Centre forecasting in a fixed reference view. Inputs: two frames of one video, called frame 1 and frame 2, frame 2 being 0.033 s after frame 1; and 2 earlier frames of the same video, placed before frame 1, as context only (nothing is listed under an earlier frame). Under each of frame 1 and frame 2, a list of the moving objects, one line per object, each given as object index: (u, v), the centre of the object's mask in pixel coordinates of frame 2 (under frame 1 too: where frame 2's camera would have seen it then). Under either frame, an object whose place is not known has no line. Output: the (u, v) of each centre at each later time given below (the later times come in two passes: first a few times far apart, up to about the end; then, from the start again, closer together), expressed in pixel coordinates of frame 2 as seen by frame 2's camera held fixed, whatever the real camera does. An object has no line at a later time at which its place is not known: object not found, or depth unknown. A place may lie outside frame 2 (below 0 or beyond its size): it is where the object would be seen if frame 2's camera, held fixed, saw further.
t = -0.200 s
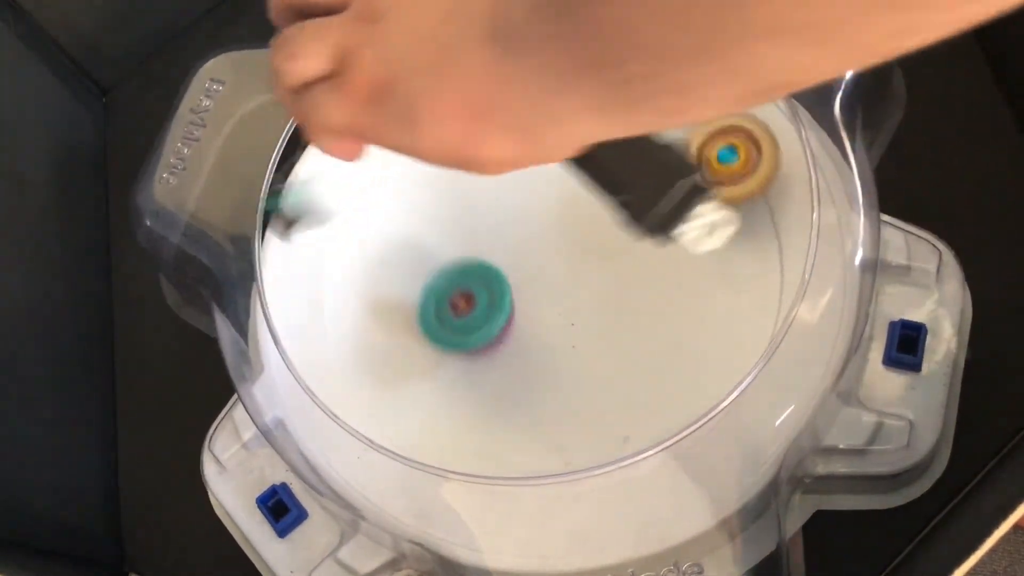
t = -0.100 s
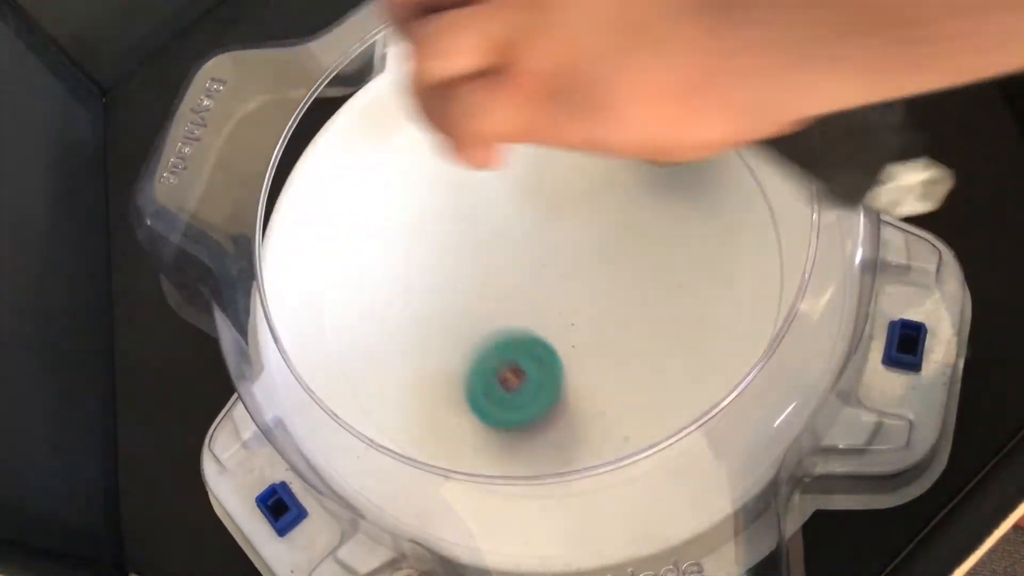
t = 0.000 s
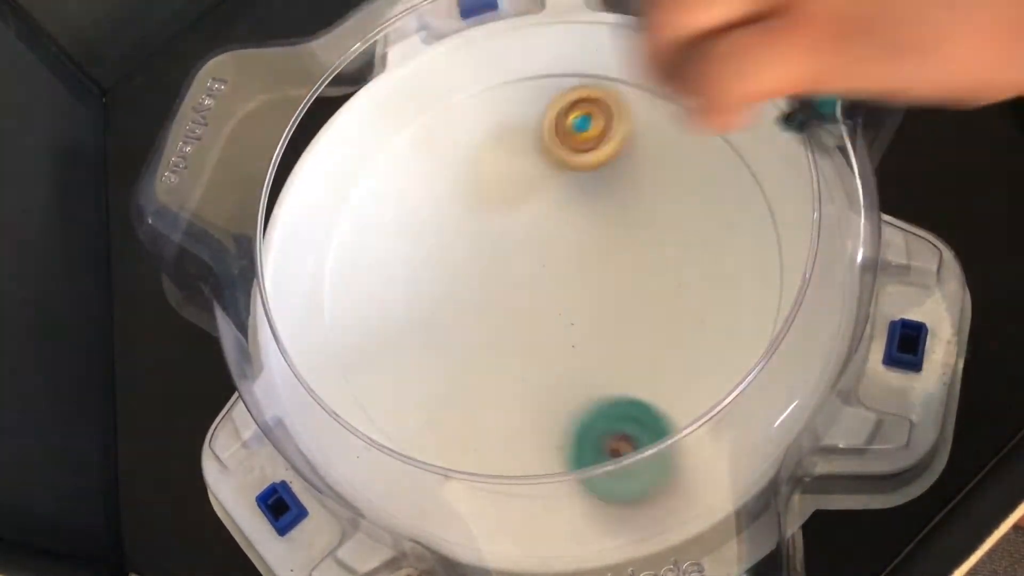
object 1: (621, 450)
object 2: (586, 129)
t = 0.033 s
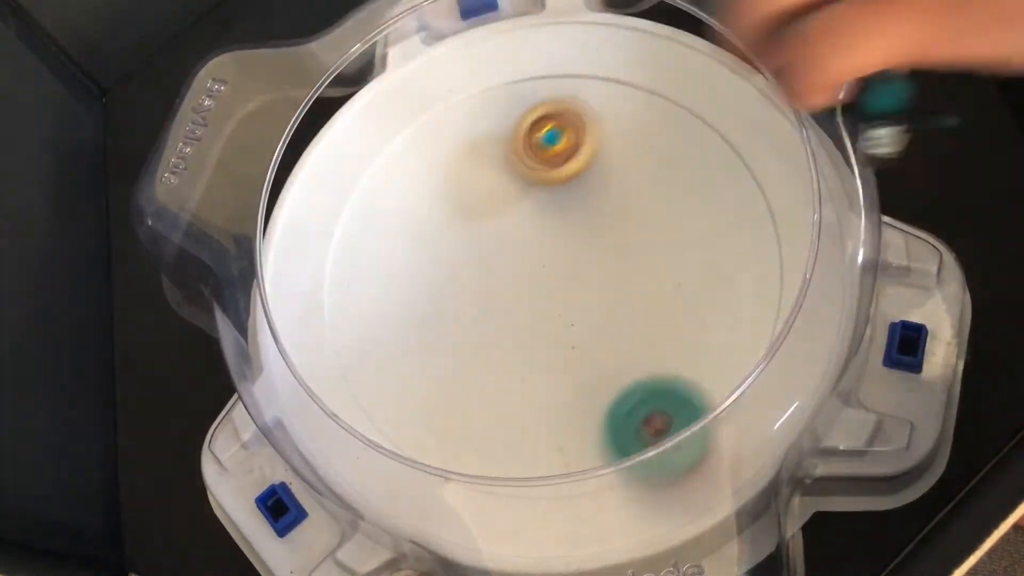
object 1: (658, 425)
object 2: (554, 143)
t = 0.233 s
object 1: (686, 236)
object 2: (462, 298)
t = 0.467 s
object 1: (390, 263)
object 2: (577, 431)
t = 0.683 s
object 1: (451, 508)
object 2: (706, 336)
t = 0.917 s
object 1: (679, 303)
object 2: (588, 203)
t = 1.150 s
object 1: (450, 115)
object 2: (406, 249)
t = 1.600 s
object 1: (370, 279)
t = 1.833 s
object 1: (394, 197)
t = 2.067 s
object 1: (382, 150)
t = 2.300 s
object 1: (448, 163)
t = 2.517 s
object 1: (543, 132)
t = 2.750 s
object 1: (542, 106)
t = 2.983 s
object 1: (605, 203)
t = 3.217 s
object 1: (698, 169)
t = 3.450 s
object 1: (612, 217)
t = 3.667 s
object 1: (641, 332)
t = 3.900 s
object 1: (703, 300)
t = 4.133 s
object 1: (548, 301)
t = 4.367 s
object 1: (496, 409)
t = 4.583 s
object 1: (569, 366)
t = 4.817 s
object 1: (461, 273)
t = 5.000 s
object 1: (376, 302)
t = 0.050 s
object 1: (673, 409)
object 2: (541, 151)
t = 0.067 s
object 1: (685, 388)
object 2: (527, 161)
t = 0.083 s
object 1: (697, 375)
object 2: (515, 172)
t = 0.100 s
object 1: (708, 362)
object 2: (504, 184)
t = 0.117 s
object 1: (717, 349)
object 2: (495, 196)
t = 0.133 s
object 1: (723, 337)
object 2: (487, 209)
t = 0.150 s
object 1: (726, 323)
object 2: (479, 224)
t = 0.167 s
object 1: (726, 306)
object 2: (473, 239)
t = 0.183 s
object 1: (721, 288)
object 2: (468, 253)
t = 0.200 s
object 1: (713, 270)
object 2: (465, 268)
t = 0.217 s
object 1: (702, 253)
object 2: (463, 283)
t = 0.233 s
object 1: (686, 236)
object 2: (462, 298)
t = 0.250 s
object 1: (667, 223)
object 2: (463, 312)
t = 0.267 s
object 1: (646, 212)
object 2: (465, 326)
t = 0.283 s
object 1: (622, 203)
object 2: (469, 341)
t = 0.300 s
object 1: (598, 197)
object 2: (474, 355)
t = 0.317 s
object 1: (572, 194)
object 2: (480, 369)
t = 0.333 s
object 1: (548, 194)
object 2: (487, 381)
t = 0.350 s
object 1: (524, 196)
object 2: (495, 392)
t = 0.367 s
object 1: (501, 200)
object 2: (505, 403)
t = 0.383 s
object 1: (480, 206)
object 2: (515, 411)
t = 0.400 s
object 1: (461, 213)
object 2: (527, 419)
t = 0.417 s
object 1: (443, 223)
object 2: (539, 426)
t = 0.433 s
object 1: (425, 235)
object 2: (551, 430)
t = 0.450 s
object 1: (408, 248)
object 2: (564, 431)
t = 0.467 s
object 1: (390, 263)
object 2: (577, 431)
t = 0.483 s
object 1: (374, 282)
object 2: (590, 429)
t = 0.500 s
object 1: (360, 303)
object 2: (604, 426)
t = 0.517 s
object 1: (350, 325)
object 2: (620, 425)
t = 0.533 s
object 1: (341, 347)
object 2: (632, 417)
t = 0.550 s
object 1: (340, 370)
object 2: (646, 411)
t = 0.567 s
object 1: (353, 386)
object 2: (657, 405)
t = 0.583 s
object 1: (368, 405)
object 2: (667, 397)
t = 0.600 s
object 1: (383, 427)
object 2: (676, 390)
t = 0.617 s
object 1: (396, 443)
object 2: (684, 382)
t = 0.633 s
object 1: (408, 460)
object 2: (691, 372)
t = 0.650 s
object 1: (423, 479)
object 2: (697, 362)
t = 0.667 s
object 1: (436, 497)
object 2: (703, 350)
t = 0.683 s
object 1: (451, 508)
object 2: (706, 336)
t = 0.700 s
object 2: (707, 321)
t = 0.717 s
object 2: (706, 307)
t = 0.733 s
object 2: (703, 293)
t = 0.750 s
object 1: (541, 497)
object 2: (698, 280)
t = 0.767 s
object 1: (565, 484)
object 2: (692, 268)
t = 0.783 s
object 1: (586, 468)
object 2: (685, 257)
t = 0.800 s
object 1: (604, 454)
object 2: (676, 247)
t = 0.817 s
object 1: (623, 438)
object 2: (665, 238)
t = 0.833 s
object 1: (638, 411)
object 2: (654, 230)
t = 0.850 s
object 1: (653, 396)
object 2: (643, 223)
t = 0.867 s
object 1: (665, 376)
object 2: (629, 216)
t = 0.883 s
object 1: (673, 352)
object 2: (615, 210)
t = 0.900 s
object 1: (678, 327)
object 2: (602, 206)
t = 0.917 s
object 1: (679, 303)
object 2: (588, 203)
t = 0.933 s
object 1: (678, 280)
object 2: (575, 201)
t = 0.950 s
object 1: (672, 256)
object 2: (561, 200)
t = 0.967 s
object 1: (664, 233)
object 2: (547, 200)
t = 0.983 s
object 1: (653, 213)
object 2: (533, 201)
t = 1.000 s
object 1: (639, 193)
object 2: (517, 202)
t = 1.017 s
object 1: (625, 176)
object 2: (503, 204)
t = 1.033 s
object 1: (606, 160)
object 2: (489, 207)
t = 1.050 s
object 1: (588, 147)
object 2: (476, 210)
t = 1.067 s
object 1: (567, 136)
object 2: (460, 215)
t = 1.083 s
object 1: (544, 127)
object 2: (447, 221)
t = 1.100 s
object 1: (522, 119)
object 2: (435, 227)
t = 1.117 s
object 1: (500, 117)
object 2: (425, 234)
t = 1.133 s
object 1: (475, 115)
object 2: (415, 241)
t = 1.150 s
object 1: (450, 115)
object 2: (406, 249)
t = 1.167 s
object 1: (426, 117)
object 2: (398, 257)
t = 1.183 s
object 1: (403, 120)
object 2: (391, 266)
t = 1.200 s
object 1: (384, 128)
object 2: (384, 276)
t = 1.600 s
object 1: (370, 279)
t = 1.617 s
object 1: (372, 275)
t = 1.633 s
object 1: (375, 270)
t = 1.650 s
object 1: (378, 264)
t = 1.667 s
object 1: (382, 259)
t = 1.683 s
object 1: (386, 253)
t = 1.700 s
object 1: (389, 247)
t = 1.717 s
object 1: (391, 241)
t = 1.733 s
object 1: (393, 235)
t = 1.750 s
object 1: (394, 228)
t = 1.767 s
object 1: (396, 221)
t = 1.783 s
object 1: (396, 215)
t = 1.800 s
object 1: (396, 208)
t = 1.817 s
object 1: (396, 203)
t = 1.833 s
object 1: (394, 197)
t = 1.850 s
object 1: (393, 192)
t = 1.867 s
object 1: (392, 187)
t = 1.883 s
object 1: (390, 182)
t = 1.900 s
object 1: (387, 178)
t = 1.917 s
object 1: (385, 174)
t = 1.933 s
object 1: (383, 170)
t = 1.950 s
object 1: (382, 167)
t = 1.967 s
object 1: (381, 162)
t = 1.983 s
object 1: (380, 158)
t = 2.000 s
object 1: (381, 154)
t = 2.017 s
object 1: (381, 152)
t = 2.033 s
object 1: (380, 149)
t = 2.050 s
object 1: (381, 149)
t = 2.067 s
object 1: (382, 150)
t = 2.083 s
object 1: (383, 151)
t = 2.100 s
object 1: (386, 152)
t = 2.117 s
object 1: (389, 152)
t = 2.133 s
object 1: (393, 152)
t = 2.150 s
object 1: (397, 151)
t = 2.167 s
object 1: (402, 151)
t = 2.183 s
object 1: (406, 152)
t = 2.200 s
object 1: (411, 153)
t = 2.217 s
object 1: (416, 155)
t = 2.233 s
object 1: (422, 157)
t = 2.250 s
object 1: (428, 158)
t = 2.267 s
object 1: (434, 160)
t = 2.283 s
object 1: (441, 161)
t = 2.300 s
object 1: (448, 163)
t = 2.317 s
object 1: (456, 164)
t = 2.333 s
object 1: (463, 165)
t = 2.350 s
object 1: (472, 165)
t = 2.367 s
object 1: (480, 164)
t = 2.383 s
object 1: (489, 162)
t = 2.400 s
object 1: (497, 161)
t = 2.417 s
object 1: (505, 158)
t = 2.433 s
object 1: (513, 155)
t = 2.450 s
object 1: (520, 152)
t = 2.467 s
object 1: (528, 147)
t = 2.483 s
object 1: (534, 142)
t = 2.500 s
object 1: (539, 138)
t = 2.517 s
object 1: (543, 132)
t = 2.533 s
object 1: (546, 126)
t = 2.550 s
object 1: (549, 121)
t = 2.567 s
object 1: (550, 116)
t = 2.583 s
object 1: (550, 111)
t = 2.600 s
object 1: (550, 106)
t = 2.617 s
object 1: (549, 102)
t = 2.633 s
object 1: (548, 99)
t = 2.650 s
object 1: (547, 96)
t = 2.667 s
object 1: (546, 95)
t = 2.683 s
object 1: (545, 95)
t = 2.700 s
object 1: (544, 95)
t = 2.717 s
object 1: (543, 98)
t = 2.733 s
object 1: (543, 101)
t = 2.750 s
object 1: (542, 106)
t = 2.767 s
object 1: (540, 112)
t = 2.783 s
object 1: (539, 119)
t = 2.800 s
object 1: (539, 128)
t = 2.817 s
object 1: (540, 137)
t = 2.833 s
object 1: (542, 146)
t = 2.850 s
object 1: (546, 155)
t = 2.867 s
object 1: (551, 163)
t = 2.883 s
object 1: (557, 171)
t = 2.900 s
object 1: (563, 179)
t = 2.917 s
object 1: (571, 185)
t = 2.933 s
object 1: (579, 190)
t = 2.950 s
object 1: (587, 195)
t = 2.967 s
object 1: (596, 199)
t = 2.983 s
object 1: (605, 203)
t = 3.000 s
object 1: (614, 205)
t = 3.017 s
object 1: (624, 207)
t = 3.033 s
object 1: (633, 208)
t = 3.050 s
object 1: (642, 208)
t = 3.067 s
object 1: (651, 207)
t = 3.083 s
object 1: (659, 205)
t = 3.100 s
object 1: (667, 202)
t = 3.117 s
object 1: (674, 199)
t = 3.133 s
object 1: (681, 195)
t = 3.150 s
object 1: (686, 190)
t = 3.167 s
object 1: (691, 185)
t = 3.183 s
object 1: (695, 180)
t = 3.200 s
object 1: (697, 174)
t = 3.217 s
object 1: (698, 169)
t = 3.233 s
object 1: (697, 164)
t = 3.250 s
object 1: (695, 160)
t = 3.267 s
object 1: (691, 158)
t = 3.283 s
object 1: (686, 157)
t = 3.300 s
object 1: (679, 157)
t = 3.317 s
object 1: (672, 158)
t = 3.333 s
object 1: (664, 161)
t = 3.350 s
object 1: (655, 165)
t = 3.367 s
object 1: (646, 171)
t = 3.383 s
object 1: (638, 177)
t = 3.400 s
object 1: (630, 186)
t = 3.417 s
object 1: (623, 195)
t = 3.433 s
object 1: (617, 206)
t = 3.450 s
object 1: (612, 217)
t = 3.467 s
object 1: (607, 228)
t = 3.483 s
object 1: (604, 240)
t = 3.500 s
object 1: (603, 251)
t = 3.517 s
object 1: (602, 261)
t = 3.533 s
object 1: (603, 271)
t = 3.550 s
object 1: (606, 281)
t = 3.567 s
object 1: (609, 291)
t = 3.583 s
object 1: (612, 300)
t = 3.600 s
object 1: (617, 309)
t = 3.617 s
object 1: (622, 316)
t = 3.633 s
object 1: (627, 322)
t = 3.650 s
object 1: (634, 327)
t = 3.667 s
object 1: (641, 332)
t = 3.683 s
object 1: (648, 336)
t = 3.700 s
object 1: (655, 340)
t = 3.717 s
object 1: (662, 342)
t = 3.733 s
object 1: (669, 344)
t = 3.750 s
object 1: (676, 344)
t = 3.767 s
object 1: (683, 344)
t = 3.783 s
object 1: (689, 342)
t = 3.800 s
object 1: (696, 339)
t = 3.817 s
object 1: (701, 334)
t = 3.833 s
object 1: (705, 329)
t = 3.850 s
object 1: (708, 322)
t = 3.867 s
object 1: (708, 315)
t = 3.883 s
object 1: (707, 307)
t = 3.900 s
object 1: (703, 300)
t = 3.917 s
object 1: (697, 293)
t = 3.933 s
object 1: (690, 287)
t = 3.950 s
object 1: (681, 282)
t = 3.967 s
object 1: (670, 278)
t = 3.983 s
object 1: (658, 275)
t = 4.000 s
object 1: (645, 274)
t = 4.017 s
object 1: (632, 274)
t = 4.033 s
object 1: (619, 276)
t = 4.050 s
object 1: (606, 278)
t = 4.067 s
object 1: (593, 281)
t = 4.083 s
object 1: (580, 285)
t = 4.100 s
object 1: (569, 290)
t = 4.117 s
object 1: (558, 295)
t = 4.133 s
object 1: (548, 301)
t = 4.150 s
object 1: (537, 309)
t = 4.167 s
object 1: (527, 318)
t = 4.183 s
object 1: (518, 327)
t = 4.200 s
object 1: (509, 337)
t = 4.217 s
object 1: (502, 346)
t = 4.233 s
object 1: (497, 354)
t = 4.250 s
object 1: (494, 362)
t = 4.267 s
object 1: (492, 370)
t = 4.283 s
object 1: (490, 377)
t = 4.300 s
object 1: (490, 384)
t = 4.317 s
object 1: (491, 390)
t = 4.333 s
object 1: (492, 396)
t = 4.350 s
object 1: (494, 403)
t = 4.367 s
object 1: (496, 409)
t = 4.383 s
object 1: (500, 414)
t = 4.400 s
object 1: (505, 419)
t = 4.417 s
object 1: (512, 422)
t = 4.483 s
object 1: (546, 419)
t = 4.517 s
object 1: (560, 407)
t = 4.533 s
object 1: (565, 398)
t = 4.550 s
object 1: (568, 388)
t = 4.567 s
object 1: (569, 377)
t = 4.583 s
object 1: (569, 366)
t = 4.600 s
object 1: (567, 355)
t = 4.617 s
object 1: (563, 344)
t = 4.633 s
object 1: (558, 333)
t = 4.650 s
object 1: (552, 324)
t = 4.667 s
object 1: (545, 315)
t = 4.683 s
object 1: (538, 307)
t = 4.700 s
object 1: (530, 300)
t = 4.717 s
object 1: (521, 293)
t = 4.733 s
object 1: (512, 288)
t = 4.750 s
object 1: (503, 284)
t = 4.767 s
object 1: (494, 281)
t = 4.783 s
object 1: (485, 278)
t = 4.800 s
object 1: (474, 276)
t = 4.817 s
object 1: (461, 273)
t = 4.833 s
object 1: (449, 272)
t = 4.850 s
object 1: (437, 271)
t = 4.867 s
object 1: (426, 271)
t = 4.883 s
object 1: (417, 272)
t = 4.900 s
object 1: (409, 274)
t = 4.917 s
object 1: (401, 276)
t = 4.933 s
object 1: (393, 280)
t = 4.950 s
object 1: (387, 284)
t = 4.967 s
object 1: (382, 290)
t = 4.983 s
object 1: (378, 295)
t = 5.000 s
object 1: (376, 302)
